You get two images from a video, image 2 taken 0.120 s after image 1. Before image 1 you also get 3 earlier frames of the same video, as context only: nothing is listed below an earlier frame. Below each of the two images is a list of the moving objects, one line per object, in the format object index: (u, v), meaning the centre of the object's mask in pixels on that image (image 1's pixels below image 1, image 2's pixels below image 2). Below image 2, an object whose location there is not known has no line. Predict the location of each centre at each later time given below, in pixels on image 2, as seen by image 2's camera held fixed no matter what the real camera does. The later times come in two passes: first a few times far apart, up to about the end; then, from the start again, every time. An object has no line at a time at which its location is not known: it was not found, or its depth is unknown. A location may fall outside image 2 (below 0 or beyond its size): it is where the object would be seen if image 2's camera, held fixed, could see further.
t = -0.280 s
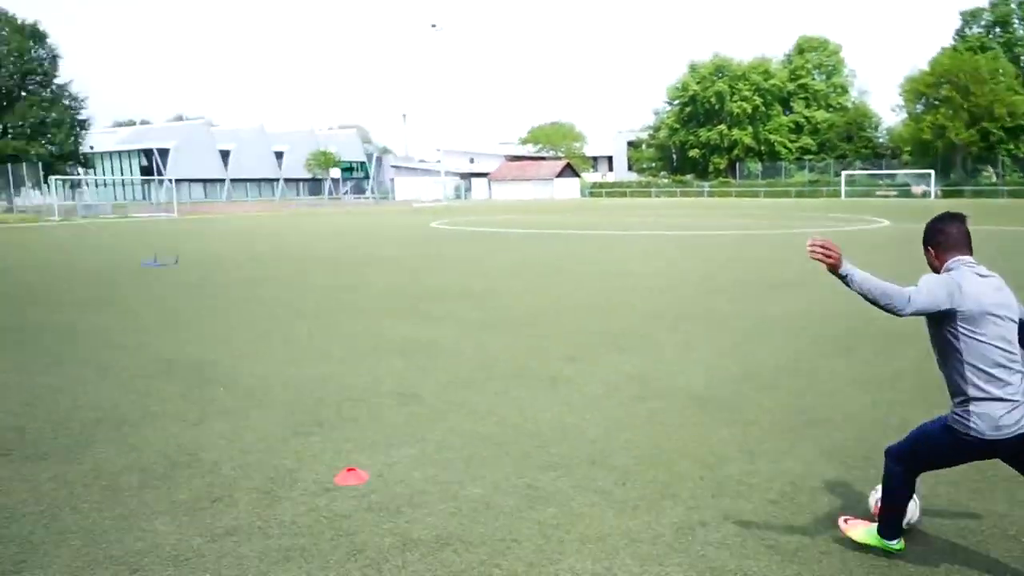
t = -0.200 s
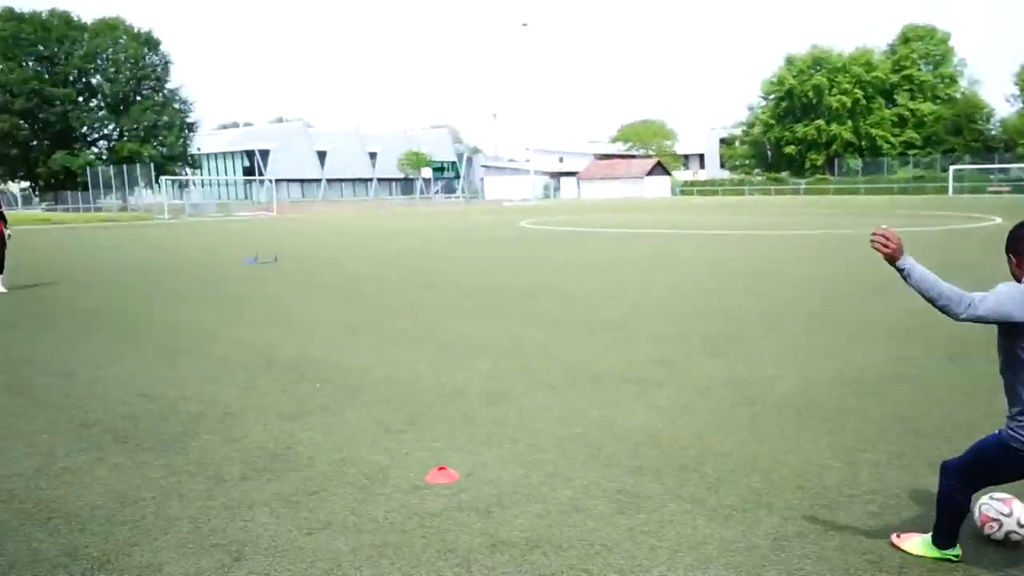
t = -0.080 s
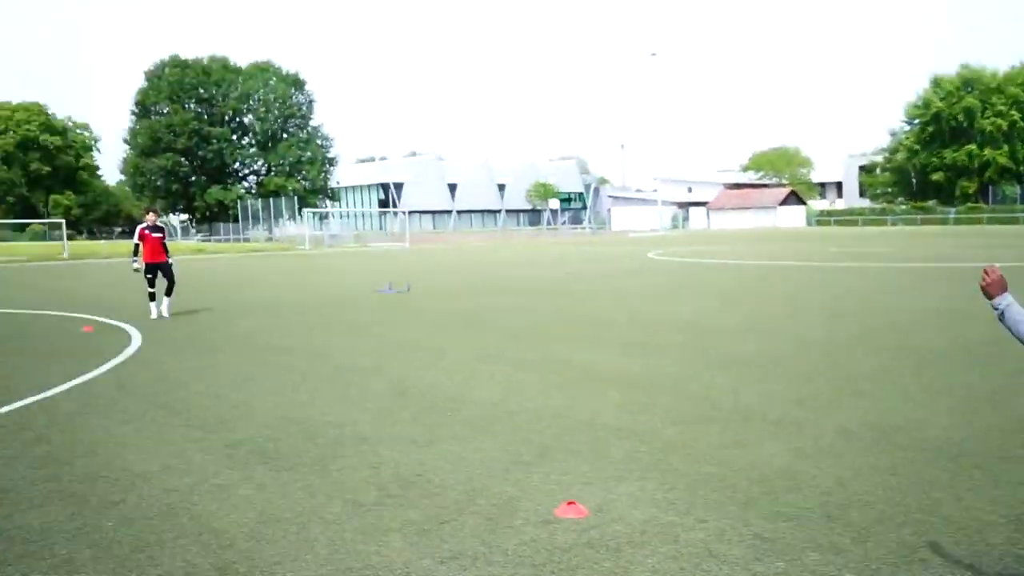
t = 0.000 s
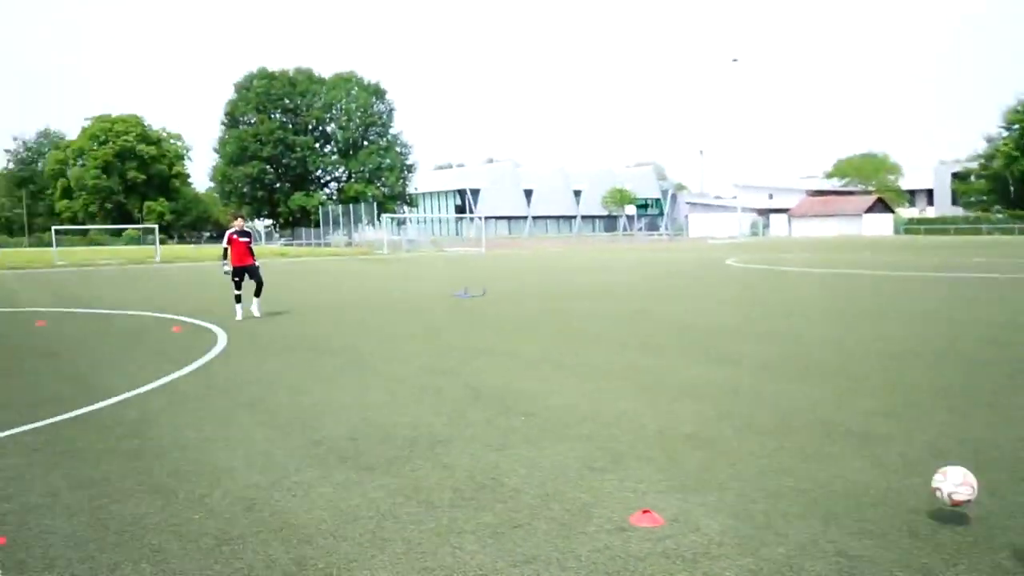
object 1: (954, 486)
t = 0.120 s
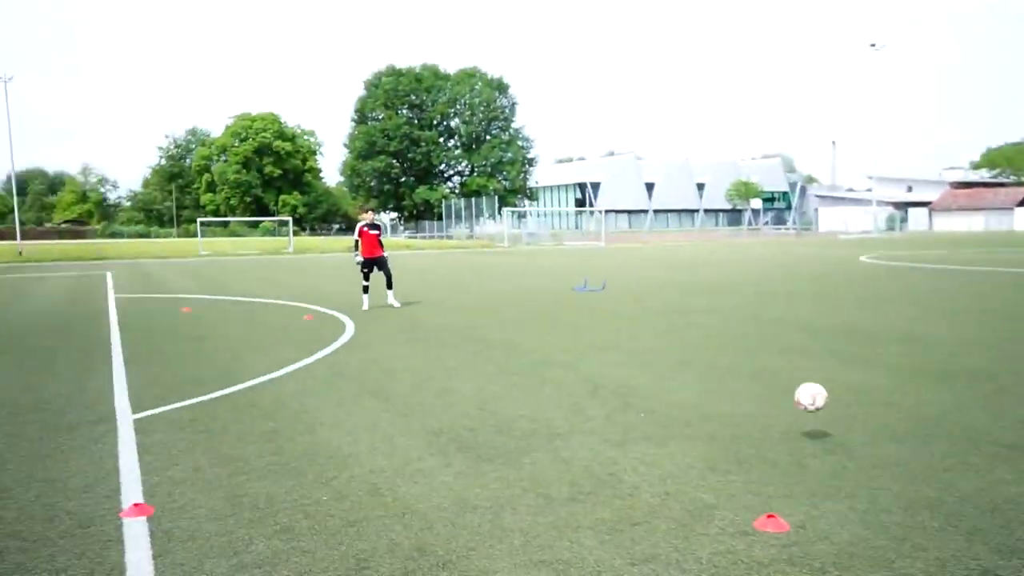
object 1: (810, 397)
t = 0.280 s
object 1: (619, 341)
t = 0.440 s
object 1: (516, 323)
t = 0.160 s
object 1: (748, 377)
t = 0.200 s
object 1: (697, 362)
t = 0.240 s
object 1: (655, 351)
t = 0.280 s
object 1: (619, 341)
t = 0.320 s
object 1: (587, 334)
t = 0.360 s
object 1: (561, 330)
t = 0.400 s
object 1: (537, 326)
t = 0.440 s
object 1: (516, 323)
